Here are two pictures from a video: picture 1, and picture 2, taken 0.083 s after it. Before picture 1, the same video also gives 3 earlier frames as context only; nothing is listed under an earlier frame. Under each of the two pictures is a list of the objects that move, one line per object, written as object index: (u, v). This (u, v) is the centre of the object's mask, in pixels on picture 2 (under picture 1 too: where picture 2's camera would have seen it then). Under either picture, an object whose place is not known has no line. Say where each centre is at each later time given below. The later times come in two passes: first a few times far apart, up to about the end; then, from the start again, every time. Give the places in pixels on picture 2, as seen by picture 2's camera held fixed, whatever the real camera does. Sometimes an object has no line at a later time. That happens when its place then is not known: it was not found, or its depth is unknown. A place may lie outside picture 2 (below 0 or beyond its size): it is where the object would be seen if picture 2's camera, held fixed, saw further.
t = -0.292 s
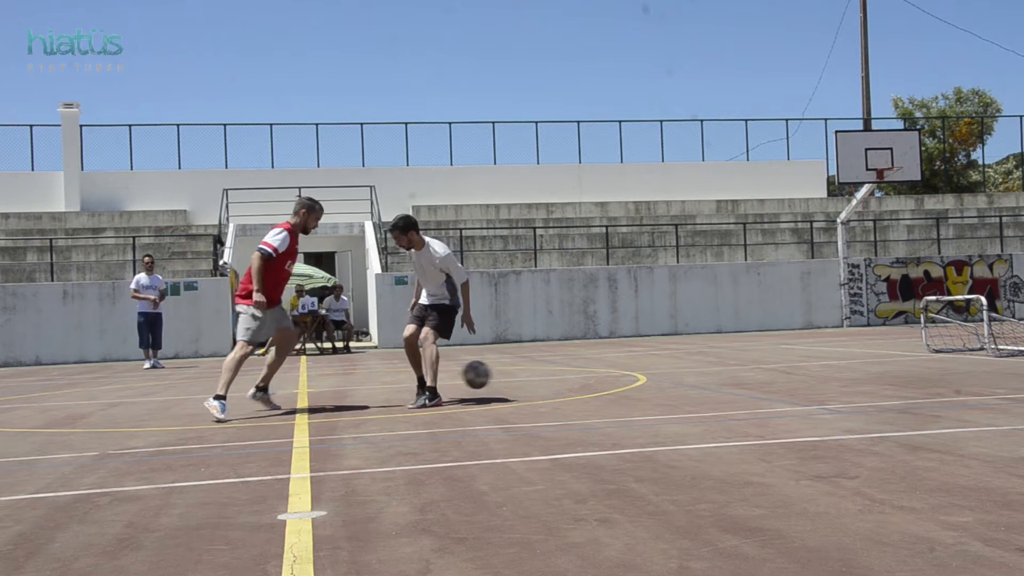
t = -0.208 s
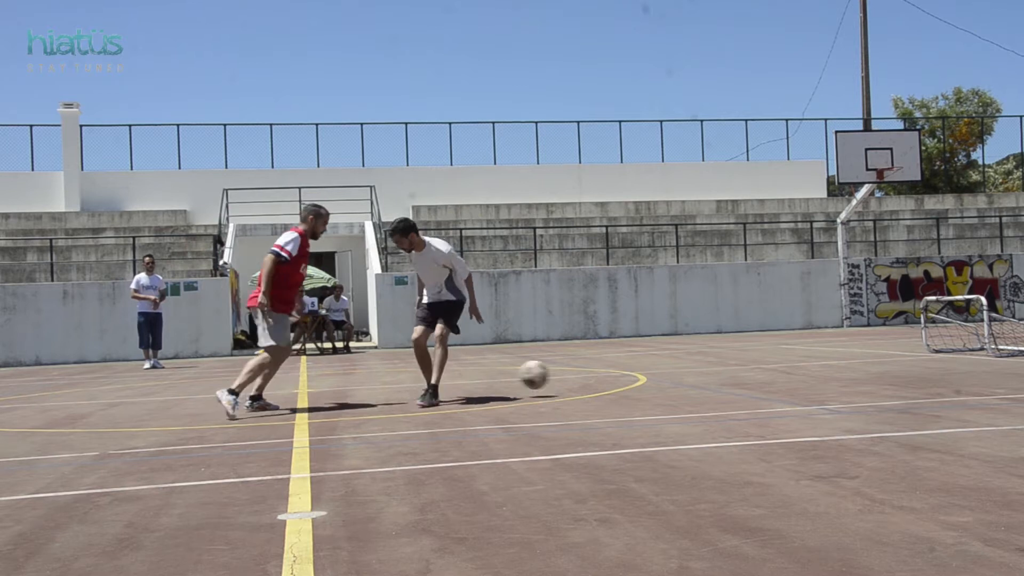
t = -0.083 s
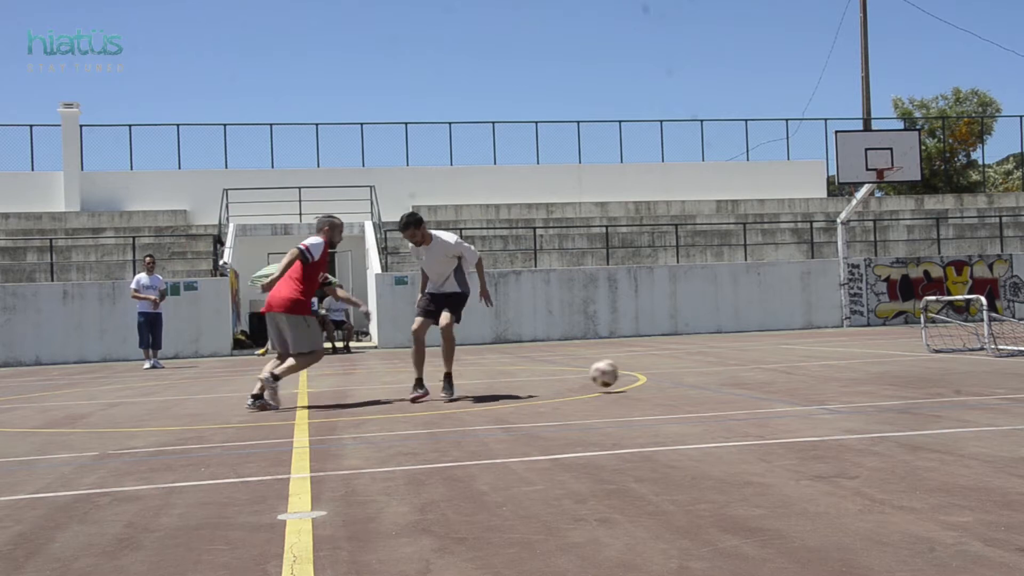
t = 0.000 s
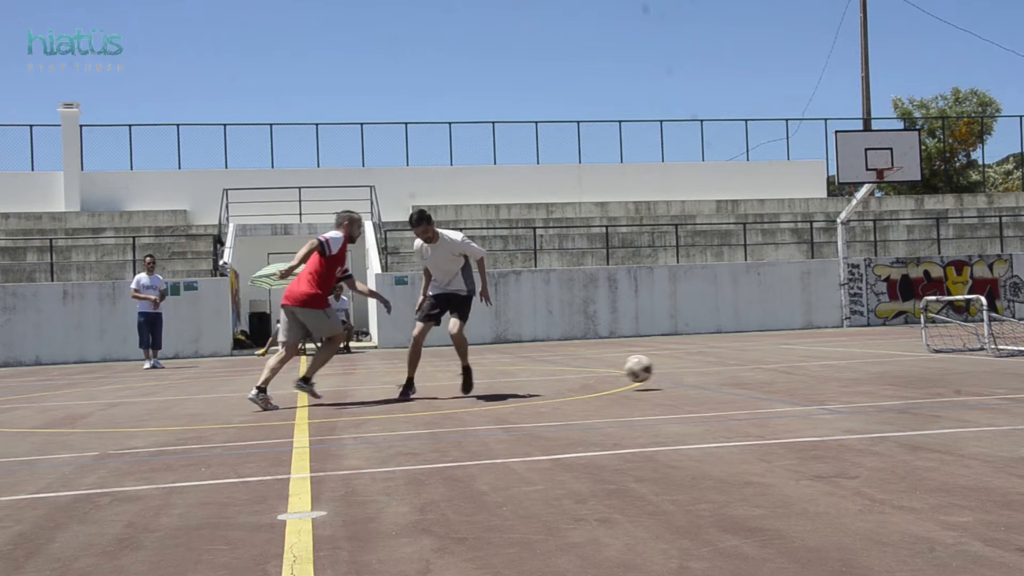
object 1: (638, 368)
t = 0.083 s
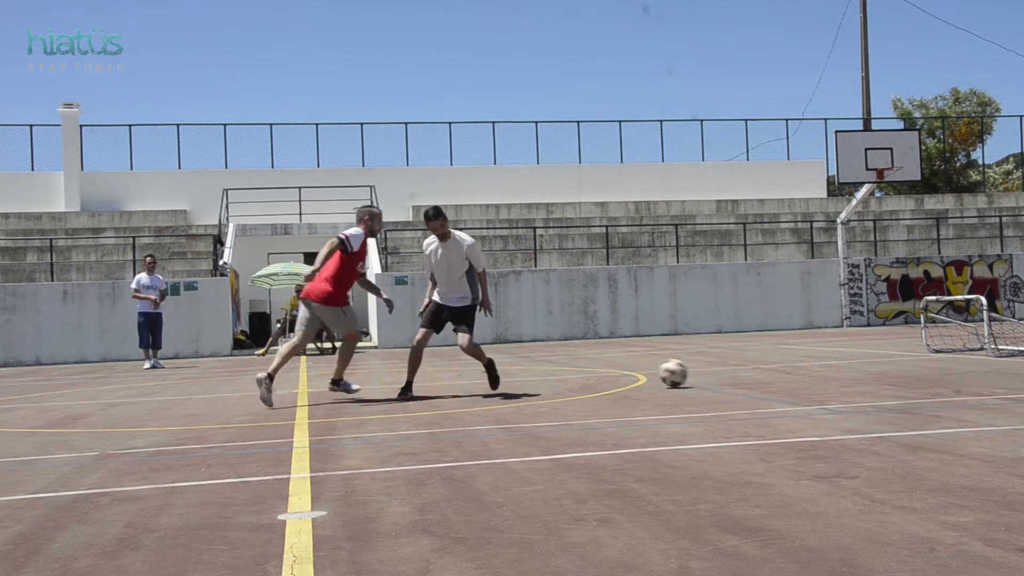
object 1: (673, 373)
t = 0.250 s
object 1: (740, 365)
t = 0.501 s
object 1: (836, 363)
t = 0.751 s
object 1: (925, 359)
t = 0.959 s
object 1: (995, 352)
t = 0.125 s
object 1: (690, 371)
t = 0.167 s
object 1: (707, 366)
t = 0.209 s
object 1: (724, 365)
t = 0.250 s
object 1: (740, 365)
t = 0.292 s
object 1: (757, 368)
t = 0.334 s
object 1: (773, 366)
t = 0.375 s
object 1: (789, 363)
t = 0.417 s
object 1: (805, 362)
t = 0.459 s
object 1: (821, 364)
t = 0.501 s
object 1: (836, 363)
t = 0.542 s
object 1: (851, 361)
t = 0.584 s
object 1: (867, 360)
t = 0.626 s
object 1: (882, 362)
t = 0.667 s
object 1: (897, 360)
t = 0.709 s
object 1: (911, 359)
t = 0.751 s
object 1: (925, 359)
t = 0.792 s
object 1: (940, 357)
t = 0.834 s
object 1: (954, 356)
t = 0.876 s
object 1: (968, 357)
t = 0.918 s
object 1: (982, 354)
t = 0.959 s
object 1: (995, 352)
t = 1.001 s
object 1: (1009, 352)
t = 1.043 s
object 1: (1017, 354)
